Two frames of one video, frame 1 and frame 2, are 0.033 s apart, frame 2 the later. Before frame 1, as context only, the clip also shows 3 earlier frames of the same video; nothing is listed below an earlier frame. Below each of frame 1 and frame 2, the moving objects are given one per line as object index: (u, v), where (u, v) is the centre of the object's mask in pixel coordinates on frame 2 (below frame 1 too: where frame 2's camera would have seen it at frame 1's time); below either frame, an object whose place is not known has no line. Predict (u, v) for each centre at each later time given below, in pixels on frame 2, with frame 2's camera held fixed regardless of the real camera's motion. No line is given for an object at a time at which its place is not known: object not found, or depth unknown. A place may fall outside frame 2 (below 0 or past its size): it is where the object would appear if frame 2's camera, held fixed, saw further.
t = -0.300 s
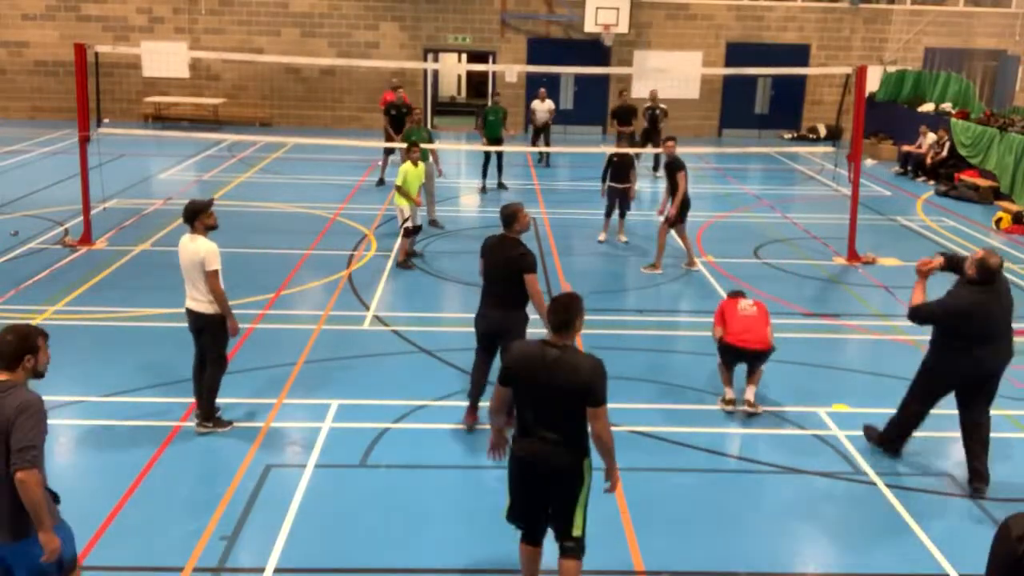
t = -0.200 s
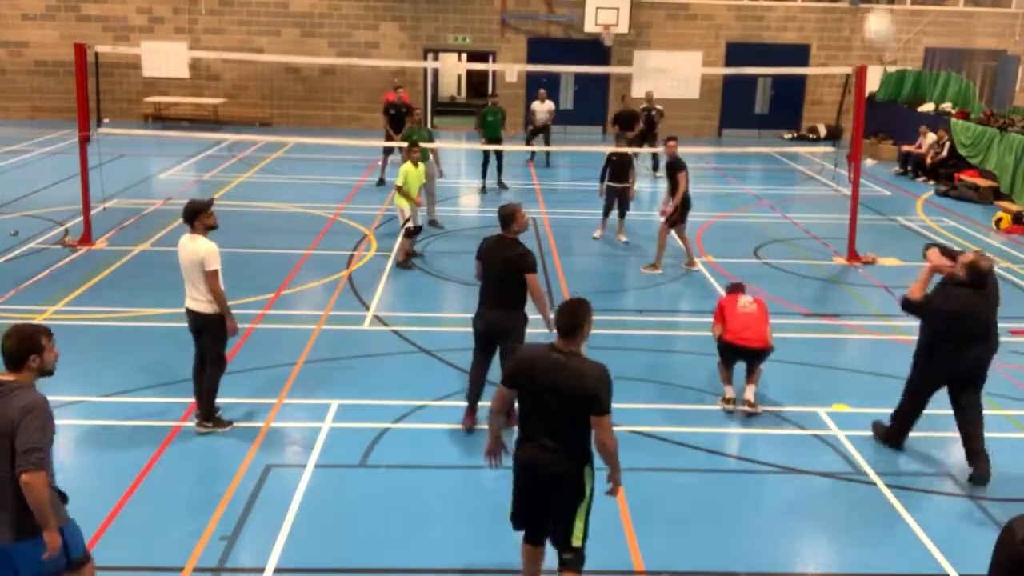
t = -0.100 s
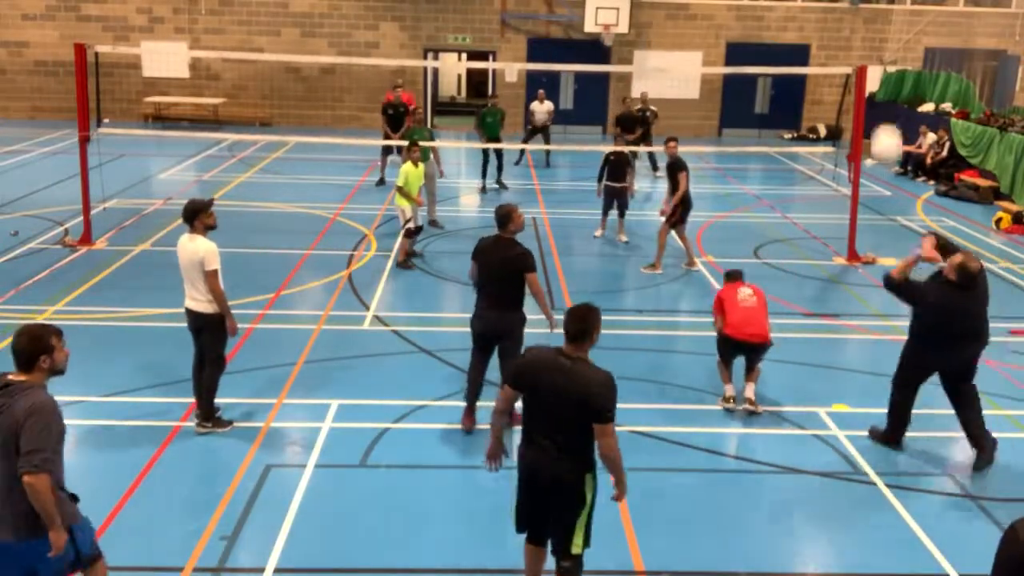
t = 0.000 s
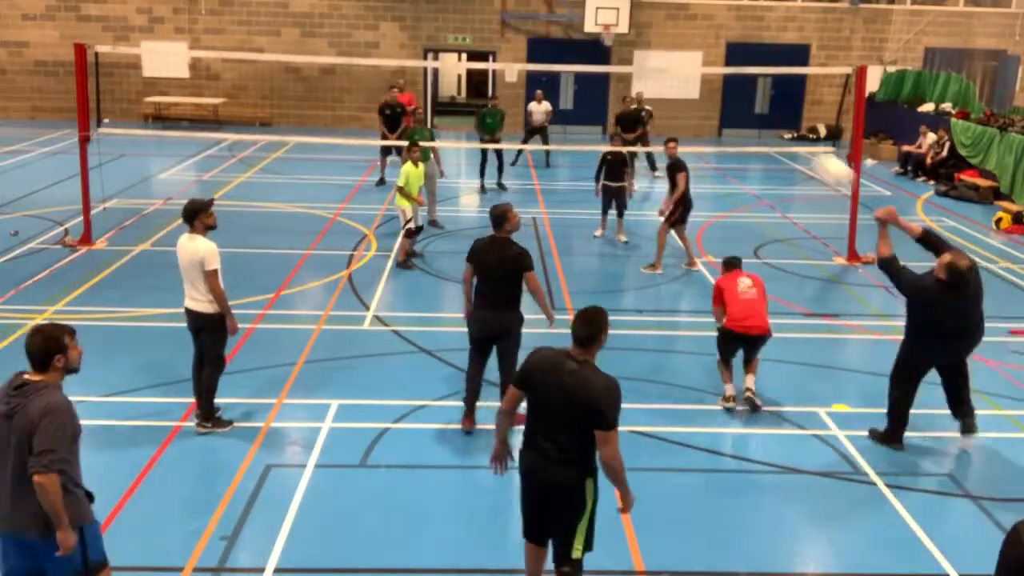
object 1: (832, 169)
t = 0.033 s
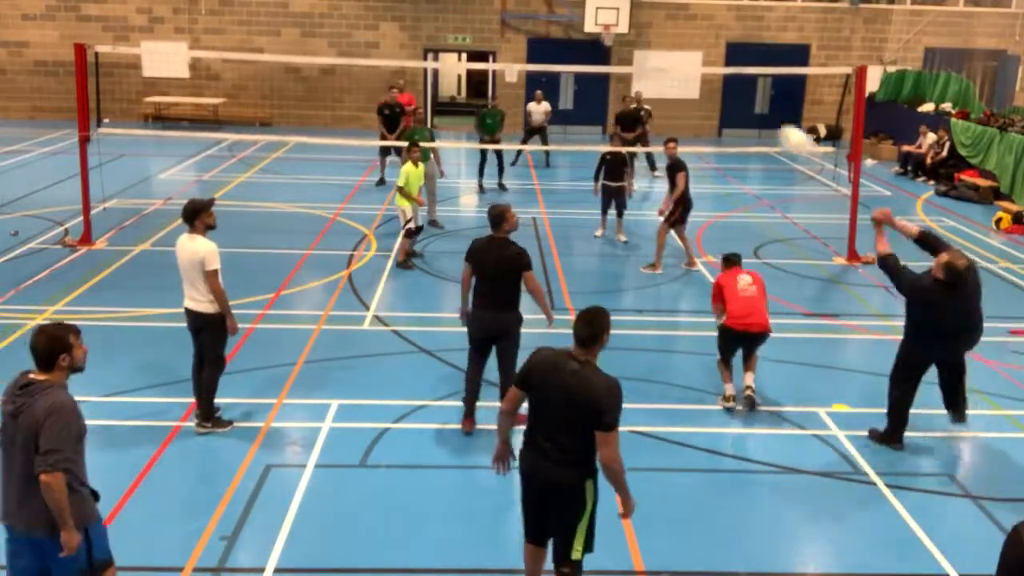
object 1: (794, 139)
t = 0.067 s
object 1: (761, 117)
